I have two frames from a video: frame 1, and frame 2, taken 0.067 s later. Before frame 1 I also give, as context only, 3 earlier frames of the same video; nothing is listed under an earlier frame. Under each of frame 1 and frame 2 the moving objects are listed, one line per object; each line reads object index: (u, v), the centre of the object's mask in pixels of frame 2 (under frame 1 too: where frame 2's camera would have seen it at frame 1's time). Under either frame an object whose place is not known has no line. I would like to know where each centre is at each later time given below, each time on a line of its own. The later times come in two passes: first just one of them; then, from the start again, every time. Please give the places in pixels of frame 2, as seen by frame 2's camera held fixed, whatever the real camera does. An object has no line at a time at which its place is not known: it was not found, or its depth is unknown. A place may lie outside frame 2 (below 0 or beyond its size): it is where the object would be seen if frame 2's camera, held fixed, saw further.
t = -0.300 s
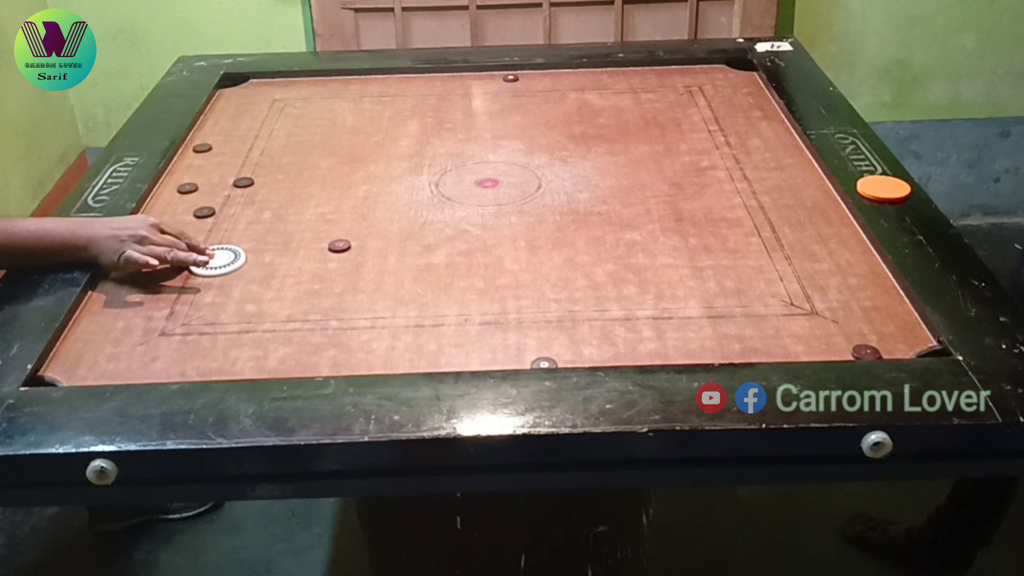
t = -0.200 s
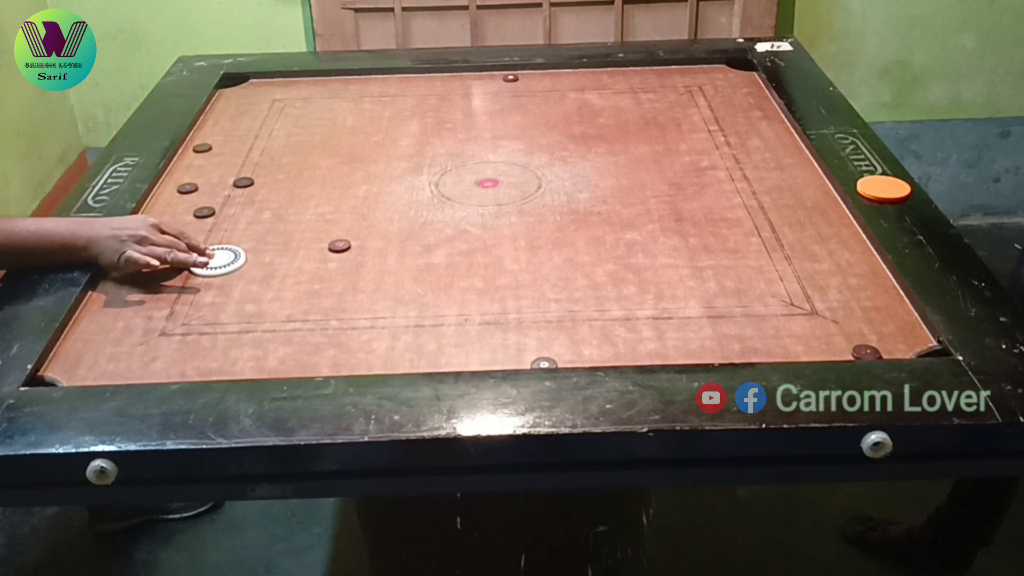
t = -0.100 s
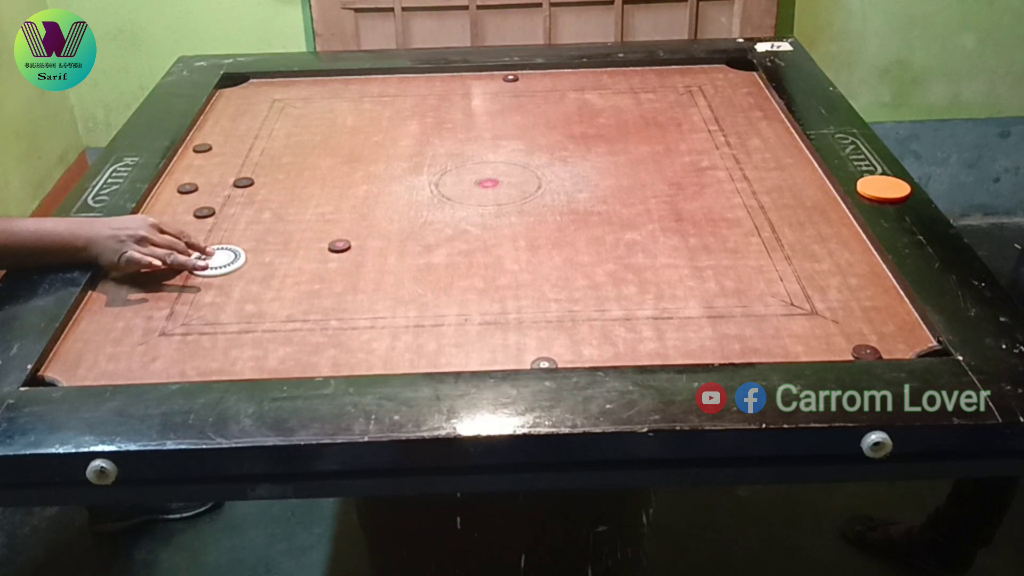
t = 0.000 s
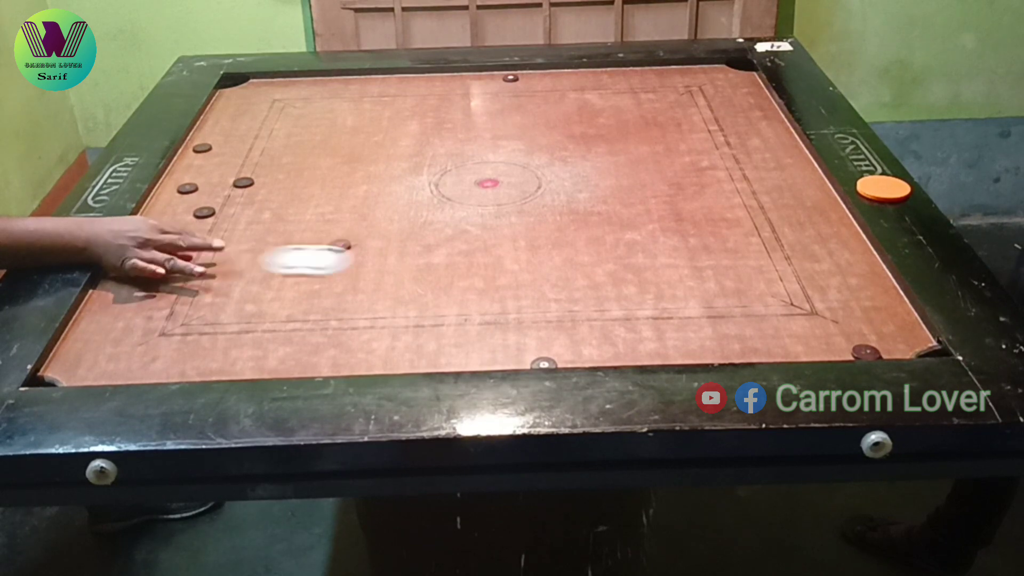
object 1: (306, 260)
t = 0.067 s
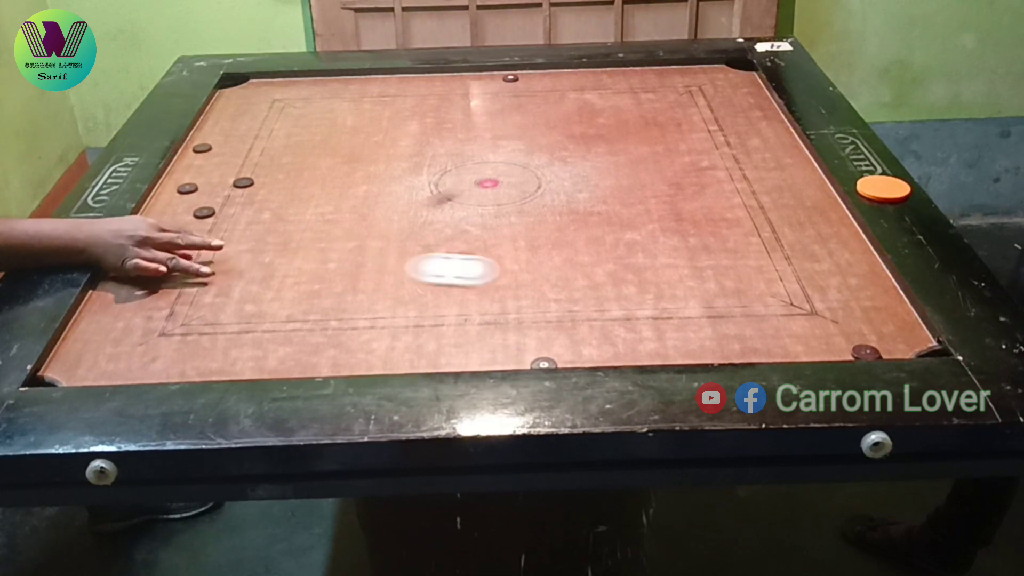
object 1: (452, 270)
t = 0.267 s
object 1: (842, 306)
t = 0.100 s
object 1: (528, 275)
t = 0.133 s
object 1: (600, 280)
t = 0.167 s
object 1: (681, 286)
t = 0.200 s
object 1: (761, 292)
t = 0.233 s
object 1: (845, 298)
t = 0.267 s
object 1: (842, 306)
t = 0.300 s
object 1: (780, 315)
